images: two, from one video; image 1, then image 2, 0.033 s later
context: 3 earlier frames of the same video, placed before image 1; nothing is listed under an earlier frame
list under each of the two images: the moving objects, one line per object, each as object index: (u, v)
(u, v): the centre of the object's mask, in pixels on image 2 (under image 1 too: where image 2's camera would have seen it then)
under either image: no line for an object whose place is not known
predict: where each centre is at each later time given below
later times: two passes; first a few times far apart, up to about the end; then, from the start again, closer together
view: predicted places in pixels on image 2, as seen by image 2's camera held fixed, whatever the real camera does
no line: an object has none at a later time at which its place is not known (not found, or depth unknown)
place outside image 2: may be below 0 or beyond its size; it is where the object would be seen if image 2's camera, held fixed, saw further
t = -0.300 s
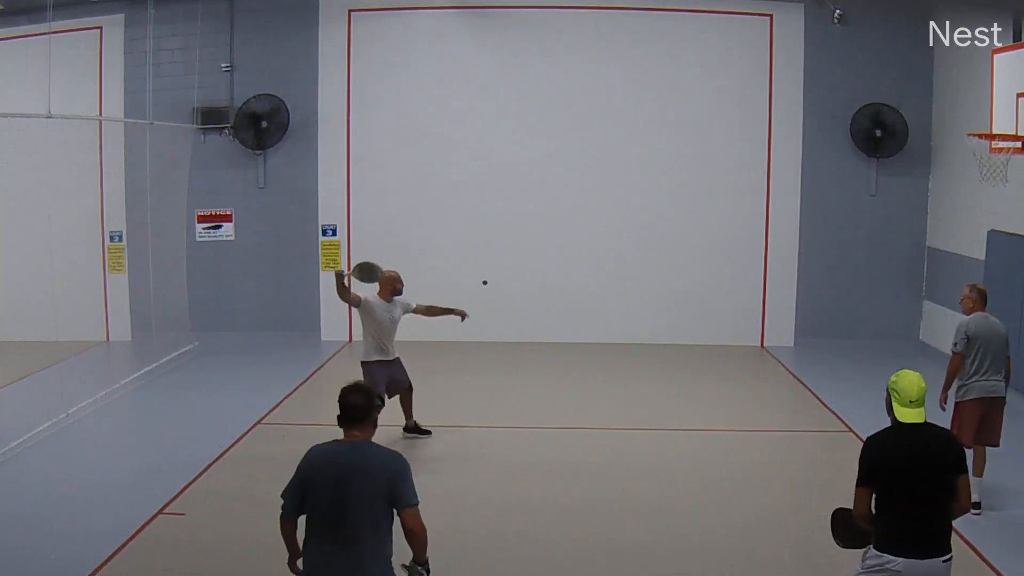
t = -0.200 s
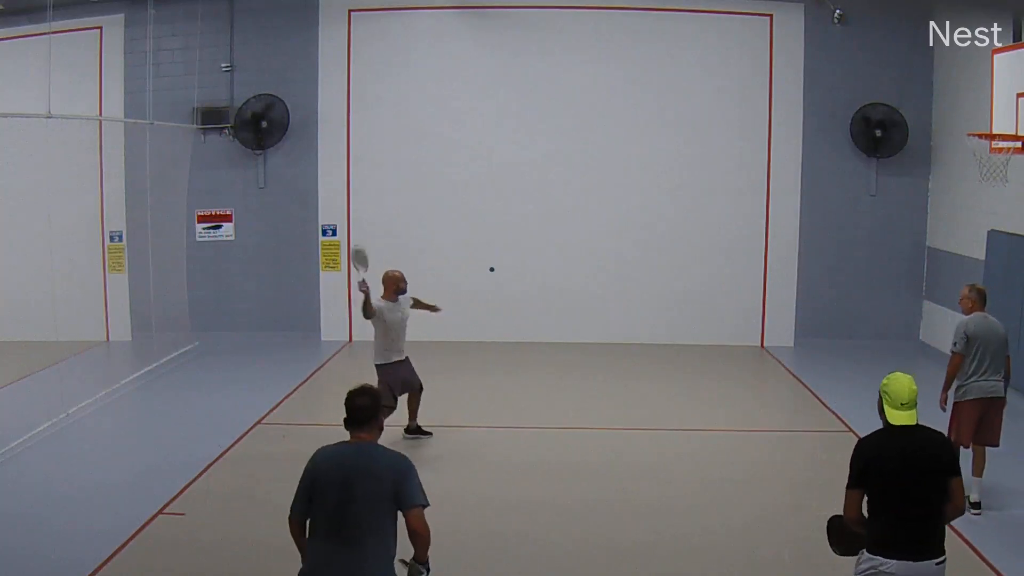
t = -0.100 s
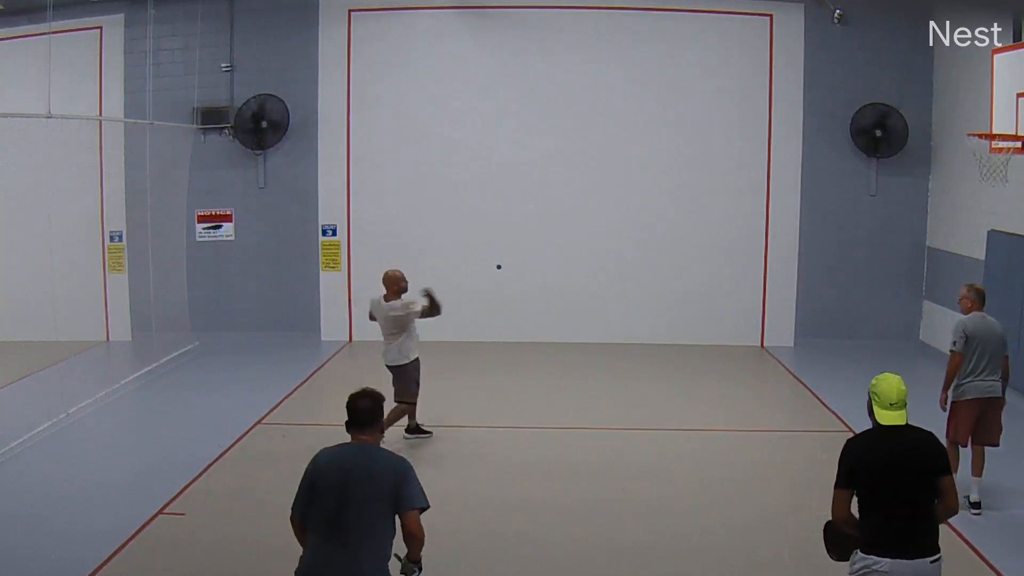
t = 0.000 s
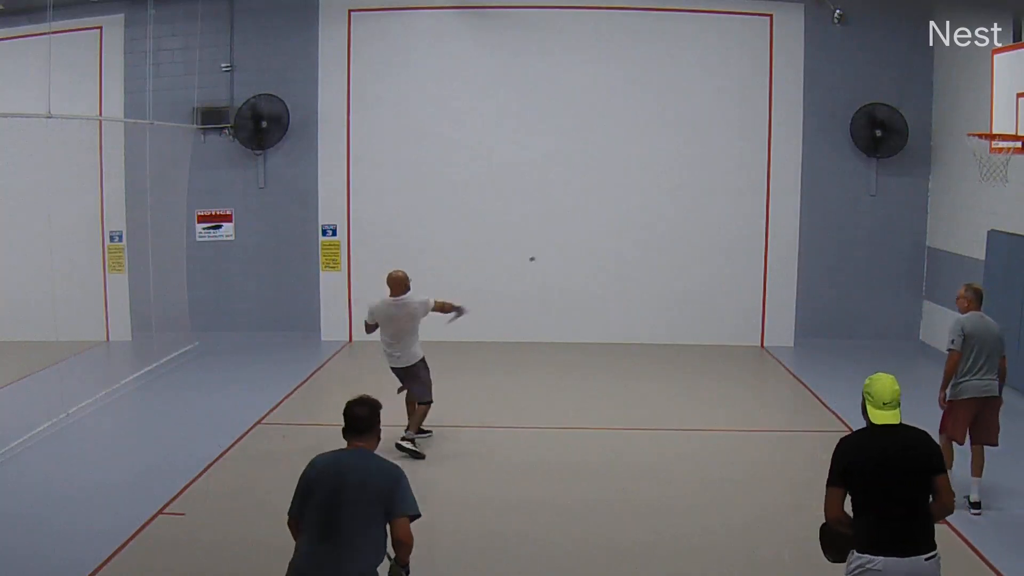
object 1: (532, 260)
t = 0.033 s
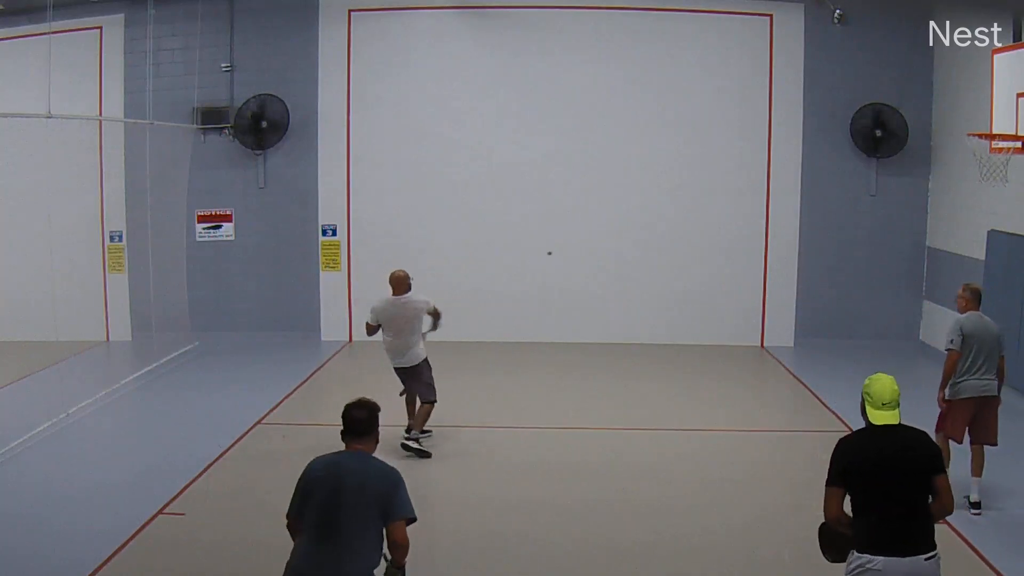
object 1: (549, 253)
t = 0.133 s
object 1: (583, 258)
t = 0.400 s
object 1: (678, 429)
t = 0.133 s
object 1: (583, 258)
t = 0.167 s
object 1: (592, 270)
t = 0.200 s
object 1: (600, 284)
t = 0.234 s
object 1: (611, 301)
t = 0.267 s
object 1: (622, 320)
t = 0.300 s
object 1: (634, 342)
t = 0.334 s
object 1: (647, 367)
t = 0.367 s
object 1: (662, 396)
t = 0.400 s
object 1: (678, 429)
